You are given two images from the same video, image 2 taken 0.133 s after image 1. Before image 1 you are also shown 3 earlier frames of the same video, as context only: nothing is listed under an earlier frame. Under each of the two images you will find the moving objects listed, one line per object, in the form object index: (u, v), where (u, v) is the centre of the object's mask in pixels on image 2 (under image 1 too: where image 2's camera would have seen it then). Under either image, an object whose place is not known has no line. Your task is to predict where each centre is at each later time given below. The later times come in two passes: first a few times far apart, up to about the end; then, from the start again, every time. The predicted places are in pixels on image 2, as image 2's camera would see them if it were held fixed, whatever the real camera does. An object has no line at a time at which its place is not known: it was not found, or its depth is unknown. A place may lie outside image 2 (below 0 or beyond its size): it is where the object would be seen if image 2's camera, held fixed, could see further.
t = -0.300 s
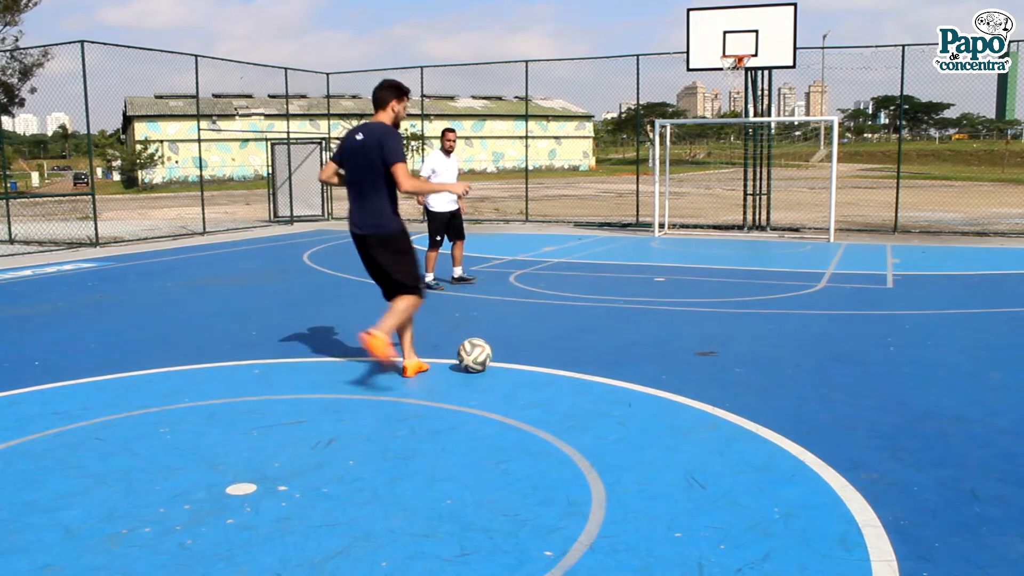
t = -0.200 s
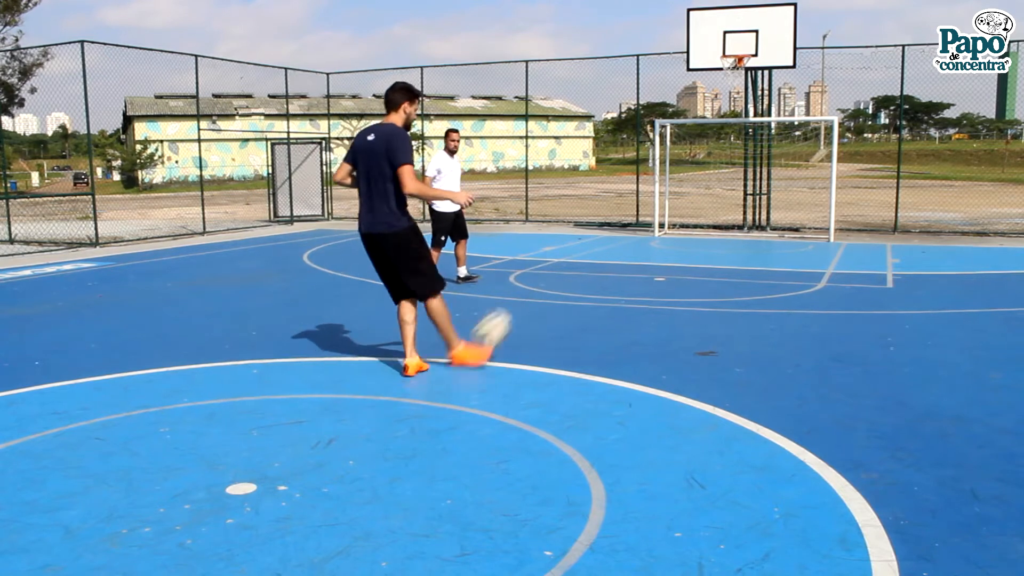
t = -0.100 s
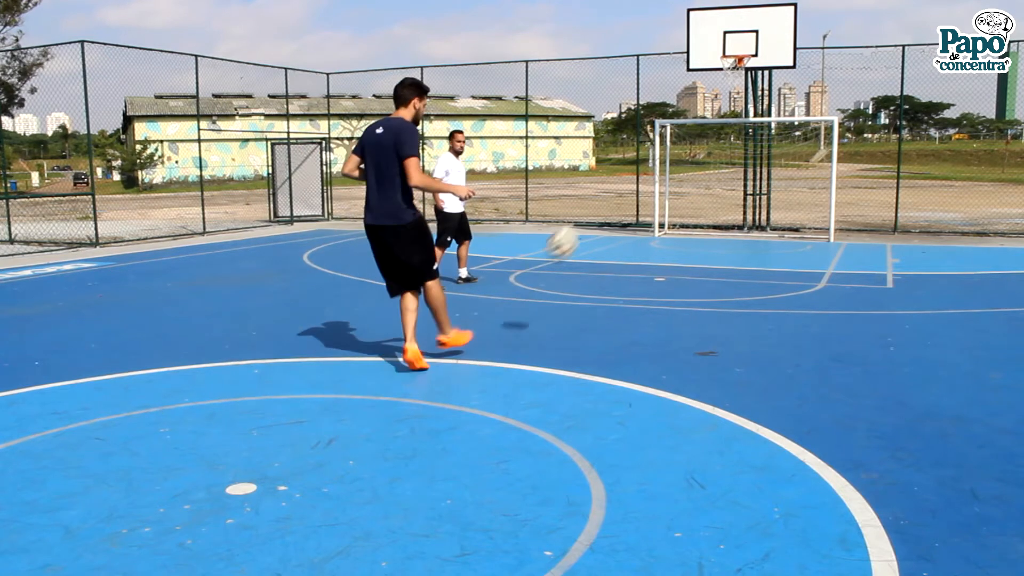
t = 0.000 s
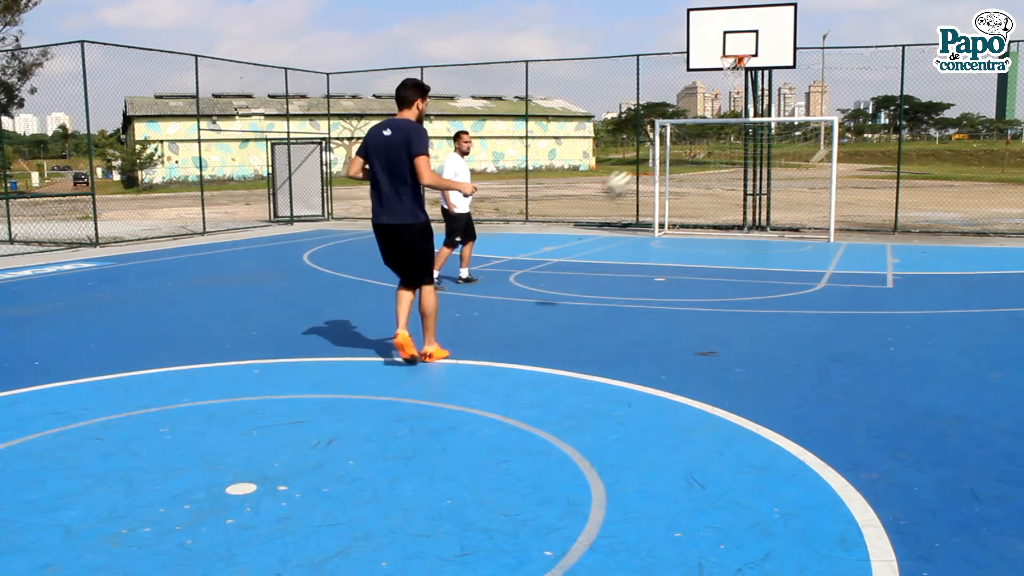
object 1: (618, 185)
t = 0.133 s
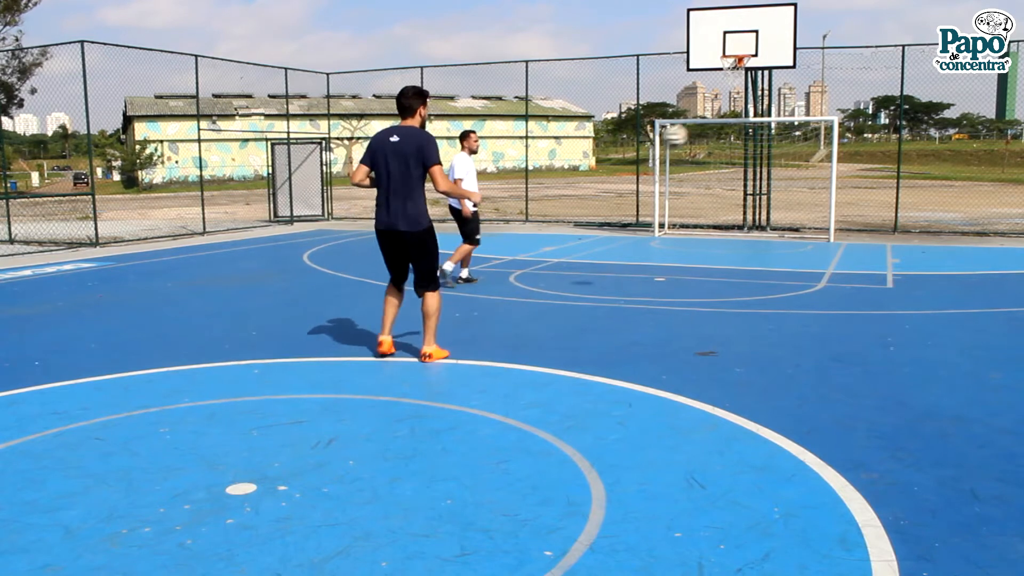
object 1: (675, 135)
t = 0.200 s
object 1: (698, 123)
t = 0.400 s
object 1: (753, 111)
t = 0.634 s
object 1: (800, 134)
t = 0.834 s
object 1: (826, 177)
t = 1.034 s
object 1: (847, 233)
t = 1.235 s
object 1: (857, 196)
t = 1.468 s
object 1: (867, 176)
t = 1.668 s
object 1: (872, 173)
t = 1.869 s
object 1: (874, 182)
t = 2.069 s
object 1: (875, 211)
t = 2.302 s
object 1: (877, 211)
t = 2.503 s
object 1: (879, 199)
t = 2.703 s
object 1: (879, 207)
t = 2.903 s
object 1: (880, 230)
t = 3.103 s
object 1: (881, 213)
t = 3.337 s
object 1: (882, 220)
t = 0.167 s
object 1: (687, 130)
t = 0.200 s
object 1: (698, 123)
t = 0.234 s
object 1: (708, 119)
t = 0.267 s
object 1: (719, 114)
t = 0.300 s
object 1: (728, 112)
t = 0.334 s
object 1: (737, 111)
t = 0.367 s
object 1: (745, 110)
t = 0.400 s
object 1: (753, 111)
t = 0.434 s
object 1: (761, 112)
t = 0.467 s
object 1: (767, 114)
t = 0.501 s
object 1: (774, 115)
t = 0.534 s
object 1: (781, 119)
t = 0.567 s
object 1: (788, 125)
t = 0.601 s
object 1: (793, 129)
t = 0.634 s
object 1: (800, 134)
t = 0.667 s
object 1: (803, 139)
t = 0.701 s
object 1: (810, 146)
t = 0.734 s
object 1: (815, 153)
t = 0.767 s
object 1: (818, 160)
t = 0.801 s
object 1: (823, 168)
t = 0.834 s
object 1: (826, 177)
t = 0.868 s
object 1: (830, 185)
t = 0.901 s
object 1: (835, 194)
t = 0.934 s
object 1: (838, 204)
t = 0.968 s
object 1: (841, 213)
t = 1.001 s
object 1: (844, 224)
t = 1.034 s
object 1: (847, 233)
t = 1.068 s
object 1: (849, 232)
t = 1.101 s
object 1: (851, 224)
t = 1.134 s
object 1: (853, 216)
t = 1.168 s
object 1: (854, 209)
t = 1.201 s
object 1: (856, 202)
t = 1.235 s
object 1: (857, 196)
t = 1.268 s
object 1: (859, 191)
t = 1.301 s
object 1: (860, 187)
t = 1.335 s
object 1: (862, 184)
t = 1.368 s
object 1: (863, 181)
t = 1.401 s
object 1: (864, 179)
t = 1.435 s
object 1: (865, 177)
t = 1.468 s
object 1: (867, 176)
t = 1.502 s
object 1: (868, 175)
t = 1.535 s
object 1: (869, 175)
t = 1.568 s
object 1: (870, 176)
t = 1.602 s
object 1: (871, 175)
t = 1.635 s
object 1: (871, 174)
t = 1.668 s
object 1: (872, 173)
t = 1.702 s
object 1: (872, 173)
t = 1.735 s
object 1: (872, 174)
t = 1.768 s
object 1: (873, 175)
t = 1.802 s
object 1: (873, 176)
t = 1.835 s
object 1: (874, 179)
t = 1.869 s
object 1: (874, 182)
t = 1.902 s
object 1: (874, 185)
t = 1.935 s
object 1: (874, 189)
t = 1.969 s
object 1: (874, 194)
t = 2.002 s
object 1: (875, 199)
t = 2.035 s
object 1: (875, 205)
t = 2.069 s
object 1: (875, 211)
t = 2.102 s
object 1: (875, 219)
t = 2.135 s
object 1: (876, 226)
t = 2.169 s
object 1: (875, 231)
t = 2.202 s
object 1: (876, 225)
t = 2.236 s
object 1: (876, 220)
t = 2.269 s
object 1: (876, 215)
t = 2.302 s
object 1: (877, 211)
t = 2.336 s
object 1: (877, 208)
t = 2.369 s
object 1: (878, 205)
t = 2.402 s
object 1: (878, 202)
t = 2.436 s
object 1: (878, 201)
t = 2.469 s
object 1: (878, 199)
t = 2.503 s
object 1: (879, 199)
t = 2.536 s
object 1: (879, 199)
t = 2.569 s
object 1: (879, 199)
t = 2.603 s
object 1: (879, 200)
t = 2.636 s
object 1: (879, 202)
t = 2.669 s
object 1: (879, 204)
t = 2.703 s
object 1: (879, 207)
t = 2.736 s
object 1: (879, 210)
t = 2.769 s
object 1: (879, 214)
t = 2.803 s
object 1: (879, 219)
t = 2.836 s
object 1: (879, 225)
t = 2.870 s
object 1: (880, 230)
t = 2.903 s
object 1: (880, 230)
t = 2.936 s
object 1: (880, 225)
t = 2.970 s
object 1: (880, 222)
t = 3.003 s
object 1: (880, 219)
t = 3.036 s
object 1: (880, 217)
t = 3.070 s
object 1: (880, 215)
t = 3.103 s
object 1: (881, 213)
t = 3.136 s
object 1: (881, 212)
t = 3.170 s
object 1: (881, 212)
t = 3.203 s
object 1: (881, 213)
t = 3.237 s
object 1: (881, 214)
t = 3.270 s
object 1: (881, 215)
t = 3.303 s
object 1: (882, 217)
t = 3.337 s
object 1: (882, 220)
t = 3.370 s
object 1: (882, 223)
